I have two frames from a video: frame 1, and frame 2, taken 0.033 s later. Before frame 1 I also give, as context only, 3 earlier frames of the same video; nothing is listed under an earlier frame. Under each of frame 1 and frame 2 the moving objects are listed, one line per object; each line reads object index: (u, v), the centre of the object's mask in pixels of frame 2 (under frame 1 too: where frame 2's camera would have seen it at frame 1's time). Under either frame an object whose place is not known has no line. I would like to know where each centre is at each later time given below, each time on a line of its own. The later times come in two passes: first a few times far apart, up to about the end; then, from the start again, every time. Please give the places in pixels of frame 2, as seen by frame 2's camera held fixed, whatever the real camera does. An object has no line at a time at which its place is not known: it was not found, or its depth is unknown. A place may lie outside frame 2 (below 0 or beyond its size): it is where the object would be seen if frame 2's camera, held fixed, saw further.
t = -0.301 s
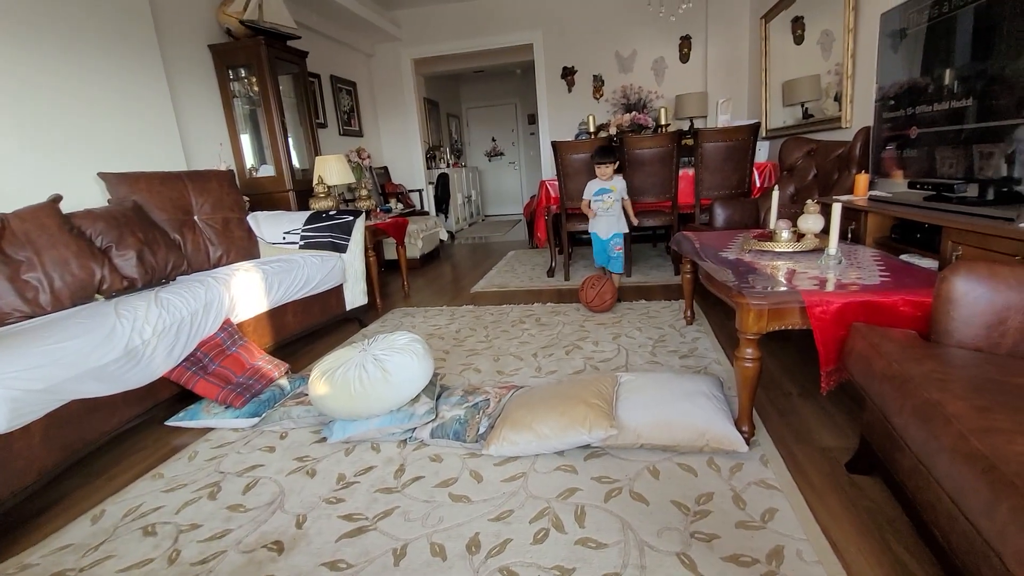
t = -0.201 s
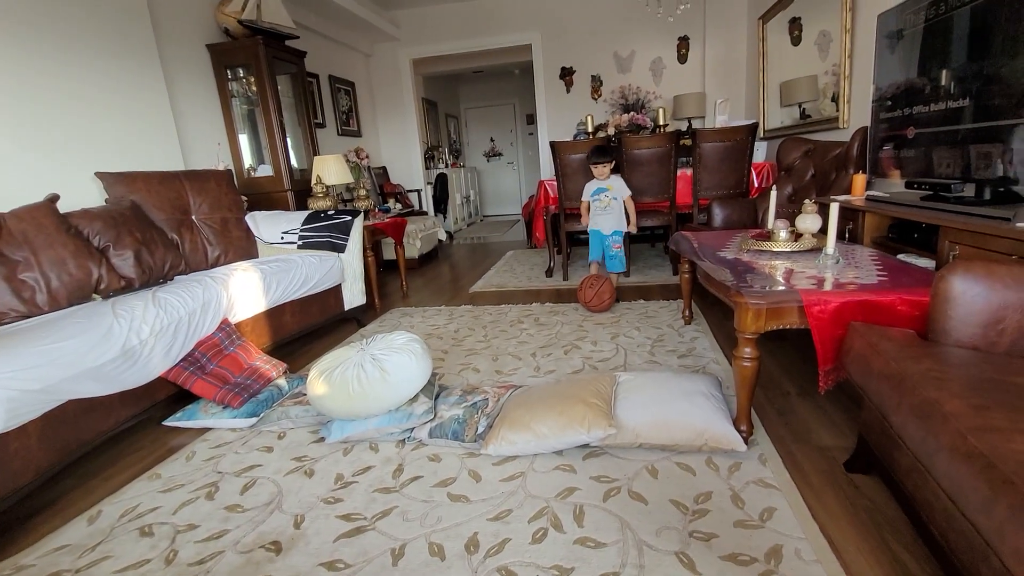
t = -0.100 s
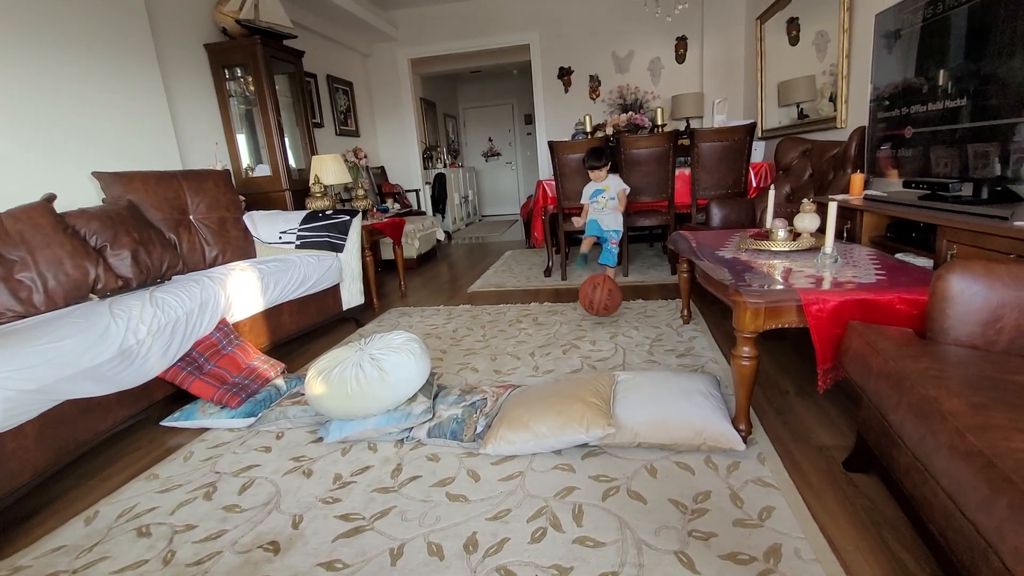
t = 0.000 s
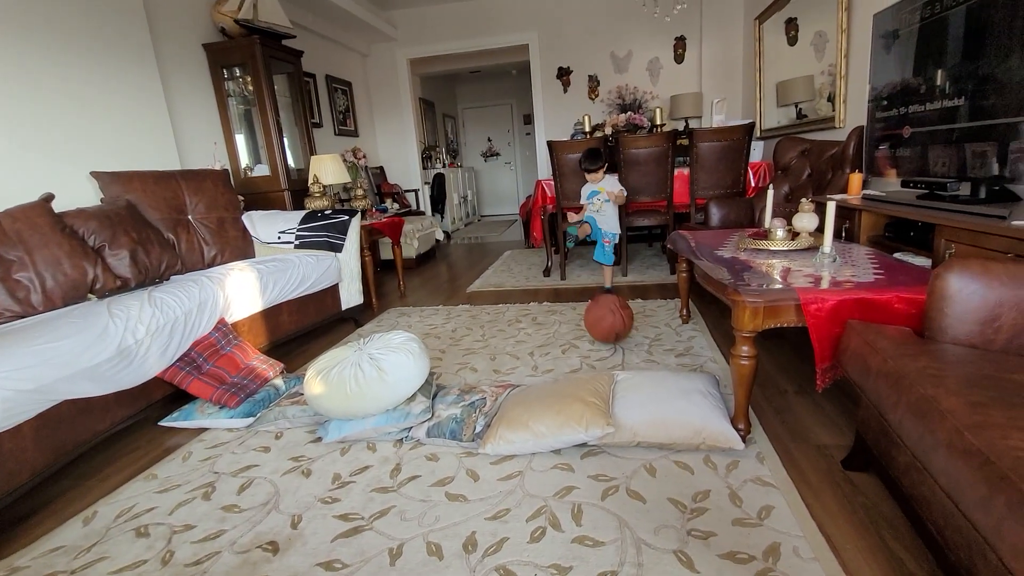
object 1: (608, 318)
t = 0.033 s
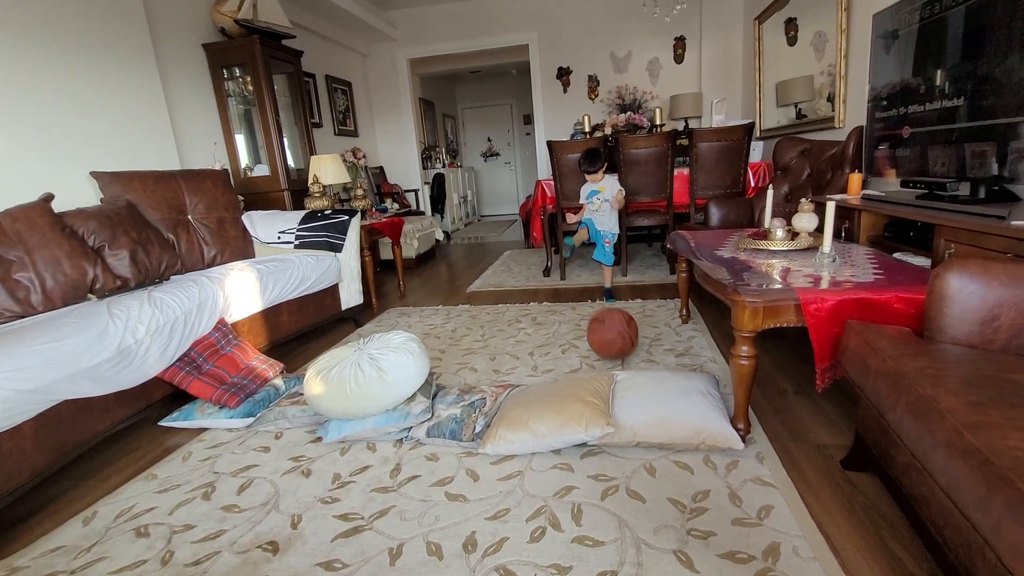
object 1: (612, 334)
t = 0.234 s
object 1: (625, 344)
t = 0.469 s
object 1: (627, 367)
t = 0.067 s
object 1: (617, 347)
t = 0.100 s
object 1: (619, 348)
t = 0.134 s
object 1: (621, 349)
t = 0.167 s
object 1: (624, 352)
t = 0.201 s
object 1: (625, 350)
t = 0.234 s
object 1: (625, 344)
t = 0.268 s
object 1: (625, 338)
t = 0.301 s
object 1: (625, 335)
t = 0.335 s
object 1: (624, 335)
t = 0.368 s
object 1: (624, 338)
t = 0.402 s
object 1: (625, 344)
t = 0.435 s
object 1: (626, 354)
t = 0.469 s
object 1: (627, 367)
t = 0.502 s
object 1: (628, 383)
